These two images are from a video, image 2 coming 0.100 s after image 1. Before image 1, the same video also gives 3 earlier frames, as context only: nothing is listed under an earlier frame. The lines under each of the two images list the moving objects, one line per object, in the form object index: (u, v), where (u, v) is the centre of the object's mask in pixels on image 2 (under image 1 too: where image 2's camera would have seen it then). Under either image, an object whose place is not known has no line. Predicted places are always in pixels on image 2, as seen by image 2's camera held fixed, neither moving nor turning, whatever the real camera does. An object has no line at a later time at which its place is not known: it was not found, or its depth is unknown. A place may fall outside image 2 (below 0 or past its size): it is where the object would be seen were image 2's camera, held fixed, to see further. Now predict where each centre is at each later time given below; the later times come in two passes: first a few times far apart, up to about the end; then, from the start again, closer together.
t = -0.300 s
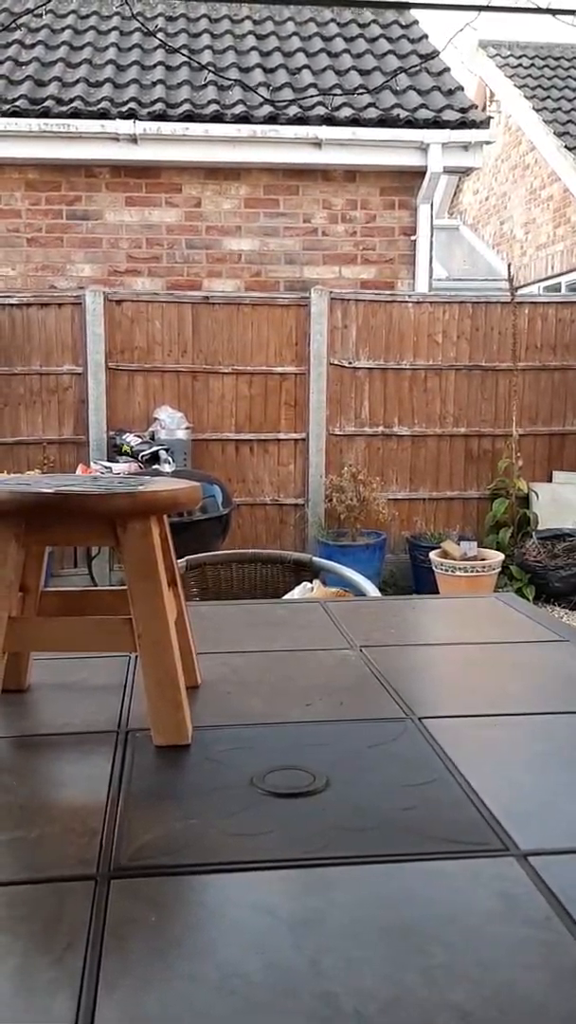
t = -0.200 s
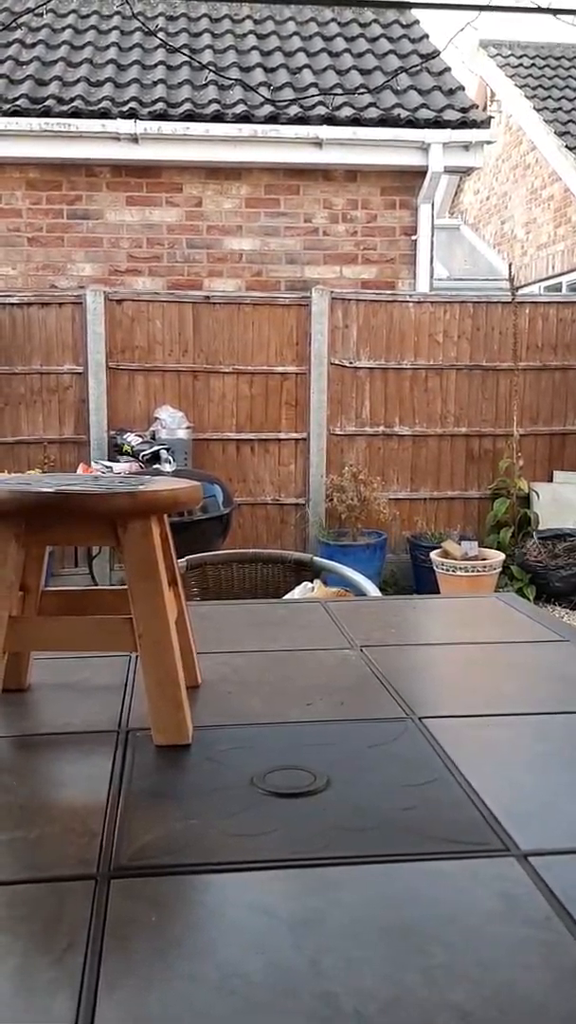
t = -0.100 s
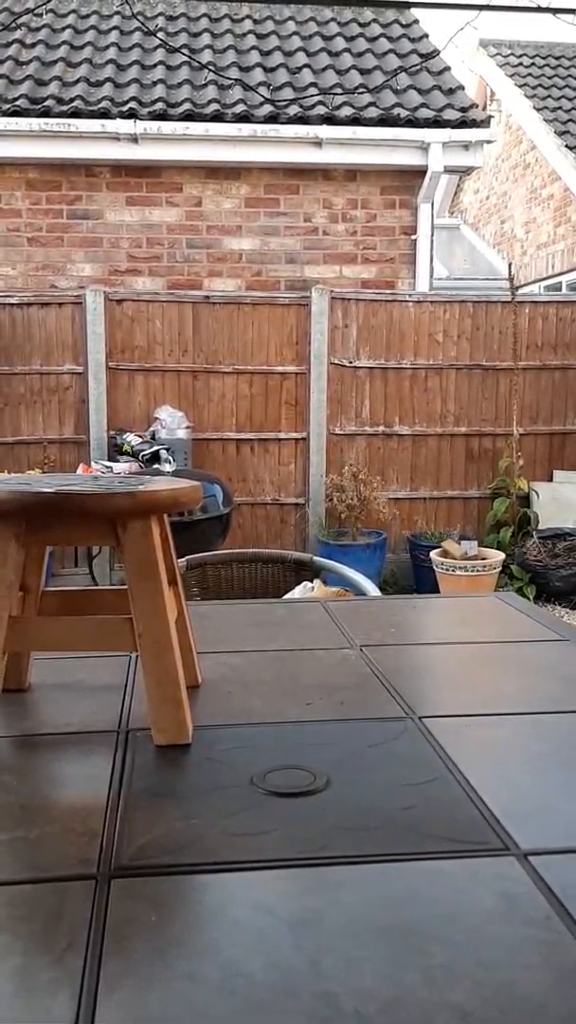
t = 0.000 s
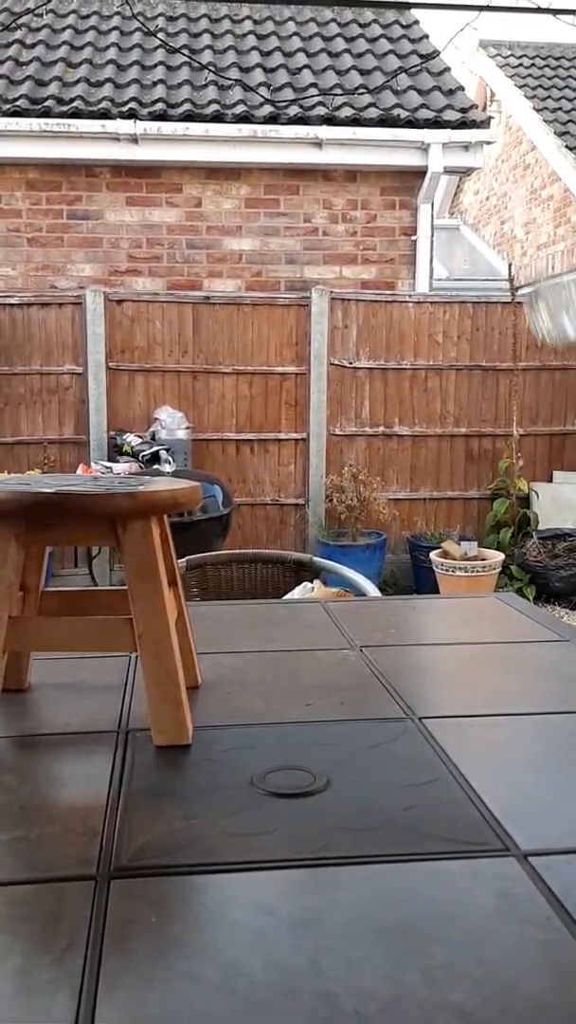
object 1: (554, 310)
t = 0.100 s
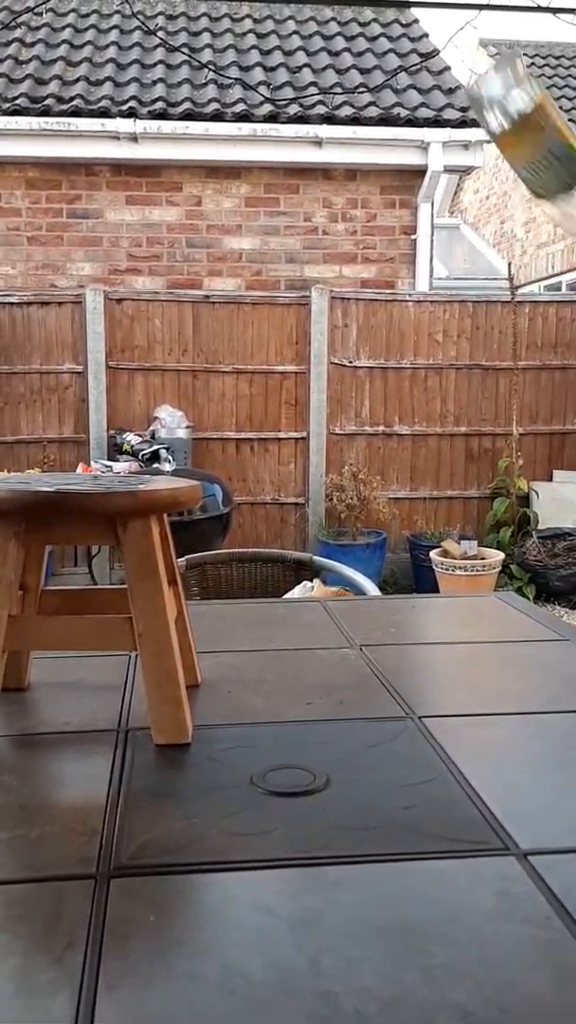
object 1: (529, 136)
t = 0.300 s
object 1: (253, 16)
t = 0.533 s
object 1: (149, 256)
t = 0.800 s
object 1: (66, 358)
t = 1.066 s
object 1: (38, 367)
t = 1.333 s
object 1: (77, 357)
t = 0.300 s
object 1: (253, 16)
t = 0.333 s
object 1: (281, 9)
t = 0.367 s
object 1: (291, 20)
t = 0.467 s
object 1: (186, 106)
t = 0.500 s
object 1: (164, 166)
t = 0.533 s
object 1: (149, 256)
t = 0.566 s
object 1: (131, 347)
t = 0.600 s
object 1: (122, 359)
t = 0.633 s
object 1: (112, 357)
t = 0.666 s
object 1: (101, 357)
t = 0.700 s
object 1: (91, 357)
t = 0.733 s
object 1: (83, 357)
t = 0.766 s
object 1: (75, 357)
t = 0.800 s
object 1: (66, 358)
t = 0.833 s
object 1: (52, 356)
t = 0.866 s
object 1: (42, 357)
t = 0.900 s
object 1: (39, 366)
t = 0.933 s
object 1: (37, 375)
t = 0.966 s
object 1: (37, 380)
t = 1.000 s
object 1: (36, 378)
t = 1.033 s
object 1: (37, 376)
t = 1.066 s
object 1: (38, 367)
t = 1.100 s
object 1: (40, 361)
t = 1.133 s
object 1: (45, 357)
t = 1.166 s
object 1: (54, 359)
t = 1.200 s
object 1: (60, 356)
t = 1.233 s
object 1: (66, 358)
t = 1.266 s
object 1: (71, 357)
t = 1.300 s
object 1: (75, 358)
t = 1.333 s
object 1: (77, 357)
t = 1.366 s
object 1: (75, 357)
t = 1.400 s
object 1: (71, 357)
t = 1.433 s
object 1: (67, 358)
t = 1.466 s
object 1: (60, 358)
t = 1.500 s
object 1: (53, 357)
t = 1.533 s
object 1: (49, 356)
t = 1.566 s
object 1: (48, 359)
